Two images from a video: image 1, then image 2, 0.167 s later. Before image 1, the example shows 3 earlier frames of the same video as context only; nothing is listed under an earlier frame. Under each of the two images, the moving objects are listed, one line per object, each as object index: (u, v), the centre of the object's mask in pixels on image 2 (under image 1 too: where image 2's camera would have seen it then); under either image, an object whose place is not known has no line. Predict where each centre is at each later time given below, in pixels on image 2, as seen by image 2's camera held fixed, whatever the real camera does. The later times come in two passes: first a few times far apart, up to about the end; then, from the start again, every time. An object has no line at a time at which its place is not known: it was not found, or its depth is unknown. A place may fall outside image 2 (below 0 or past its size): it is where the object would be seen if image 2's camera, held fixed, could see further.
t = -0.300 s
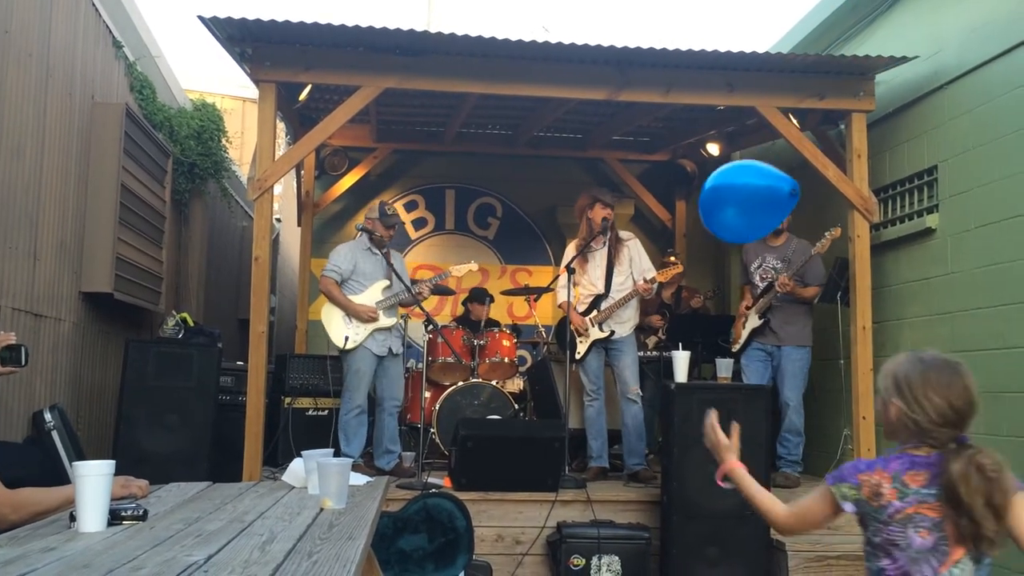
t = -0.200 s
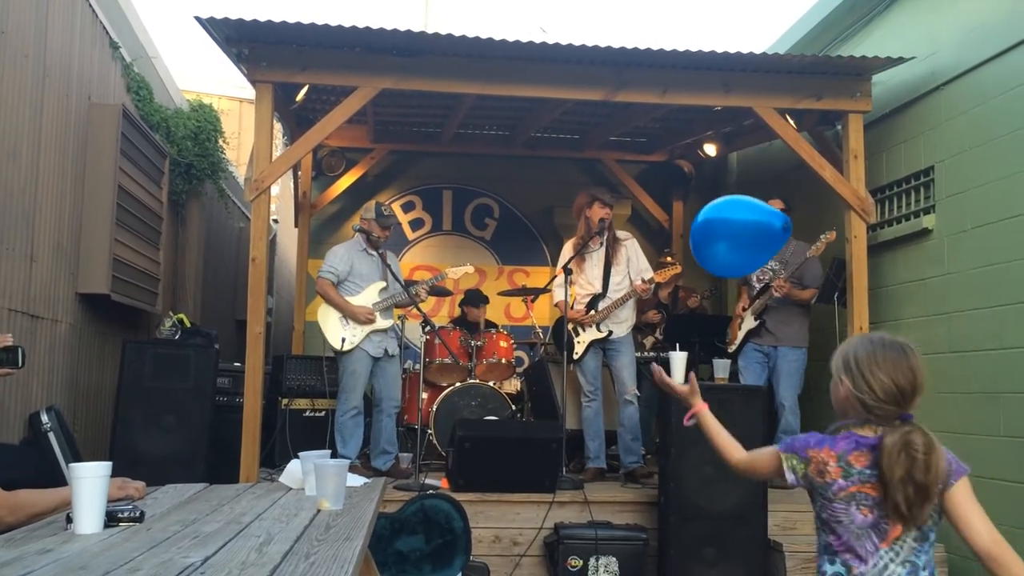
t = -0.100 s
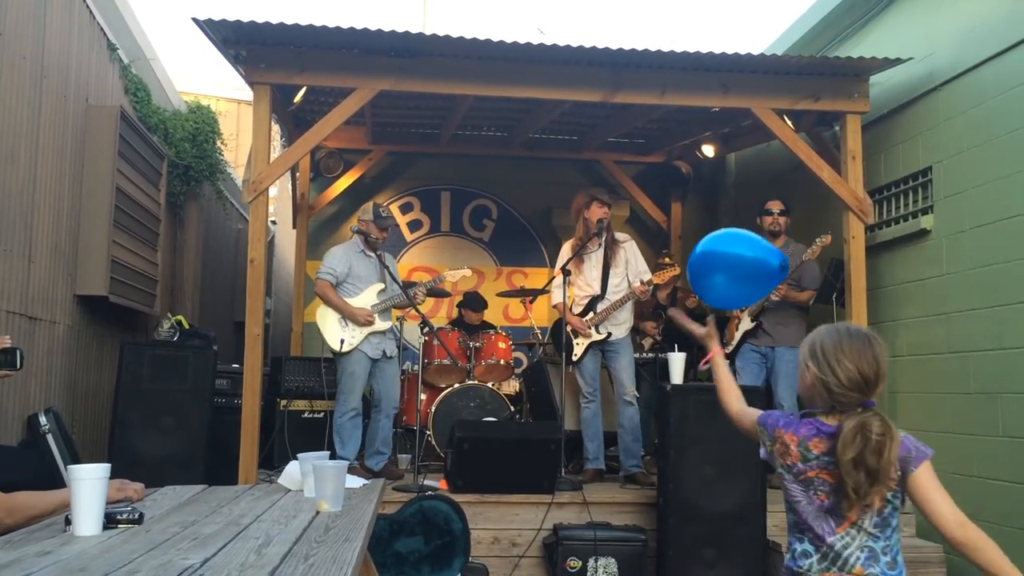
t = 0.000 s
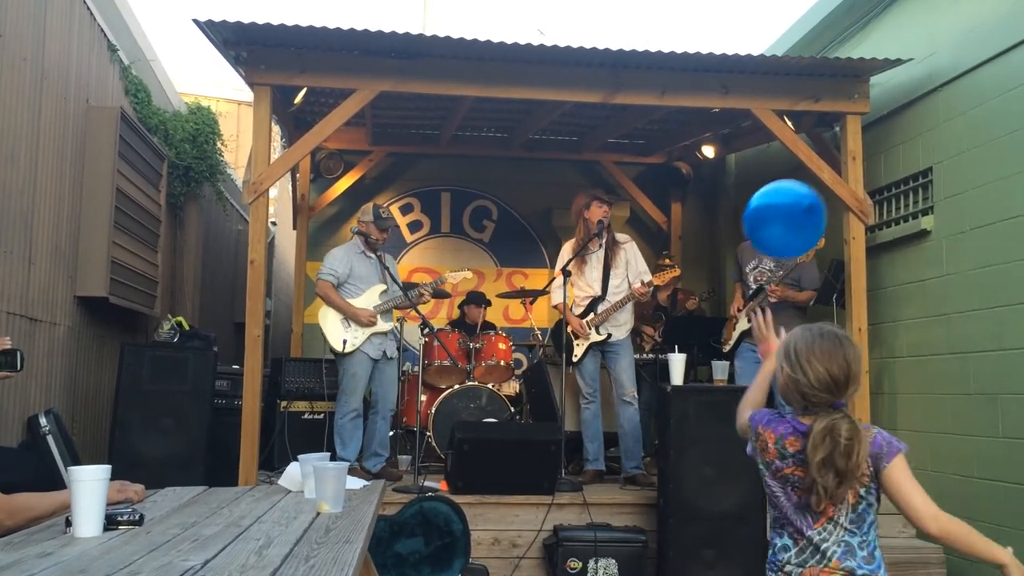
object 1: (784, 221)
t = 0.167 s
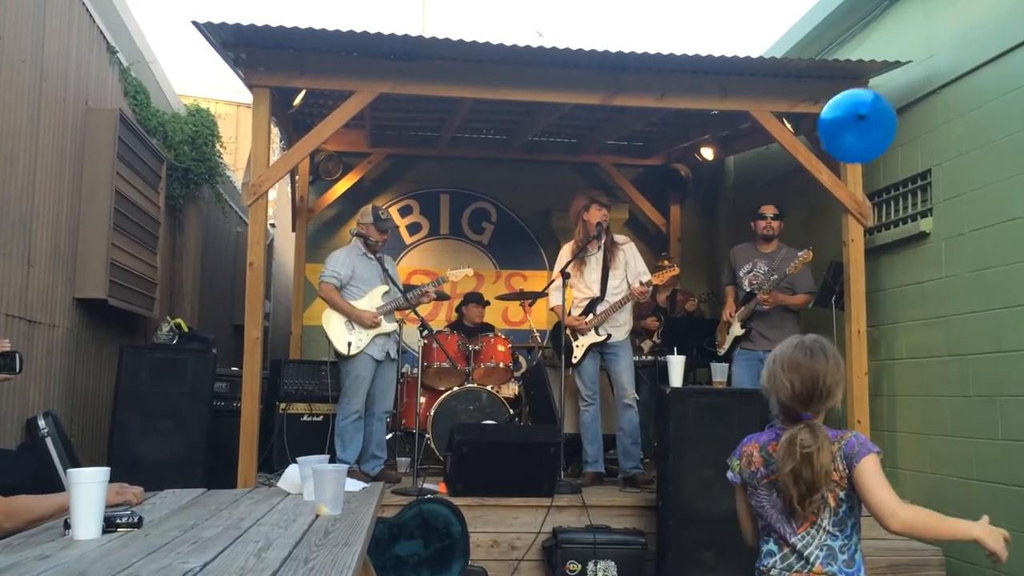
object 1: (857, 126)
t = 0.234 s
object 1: (874, 104)
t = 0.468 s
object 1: (910, 73)
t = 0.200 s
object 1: (866, 114)
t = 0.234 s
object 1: (874, 104)
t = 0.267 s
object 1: (880, 96)
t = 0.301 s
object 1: (886, 89)
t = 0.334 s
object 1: (890, 84)
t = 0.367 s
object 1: (895, 80)
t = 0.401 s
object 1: (899, 77)
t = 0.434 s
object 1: (902, 75)
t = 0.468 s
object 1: (910, 73)
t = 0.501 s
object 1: (913, 74)
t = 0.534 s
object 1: (916, 75)
